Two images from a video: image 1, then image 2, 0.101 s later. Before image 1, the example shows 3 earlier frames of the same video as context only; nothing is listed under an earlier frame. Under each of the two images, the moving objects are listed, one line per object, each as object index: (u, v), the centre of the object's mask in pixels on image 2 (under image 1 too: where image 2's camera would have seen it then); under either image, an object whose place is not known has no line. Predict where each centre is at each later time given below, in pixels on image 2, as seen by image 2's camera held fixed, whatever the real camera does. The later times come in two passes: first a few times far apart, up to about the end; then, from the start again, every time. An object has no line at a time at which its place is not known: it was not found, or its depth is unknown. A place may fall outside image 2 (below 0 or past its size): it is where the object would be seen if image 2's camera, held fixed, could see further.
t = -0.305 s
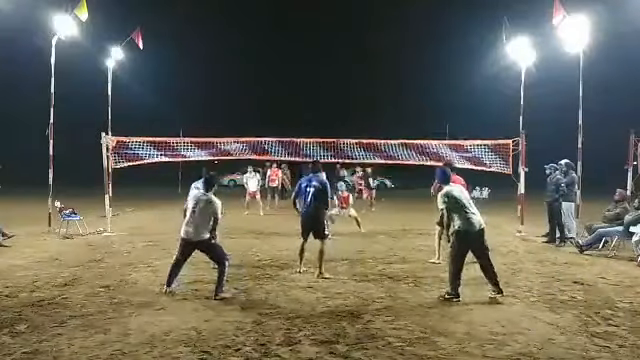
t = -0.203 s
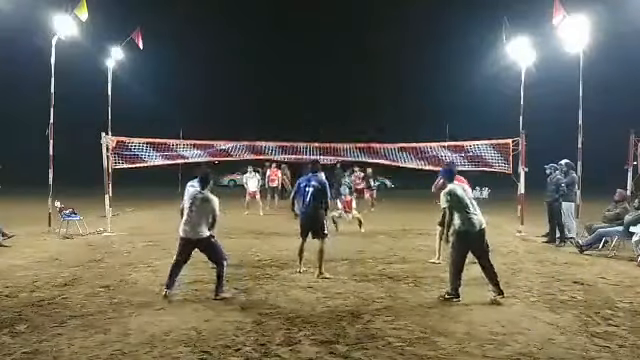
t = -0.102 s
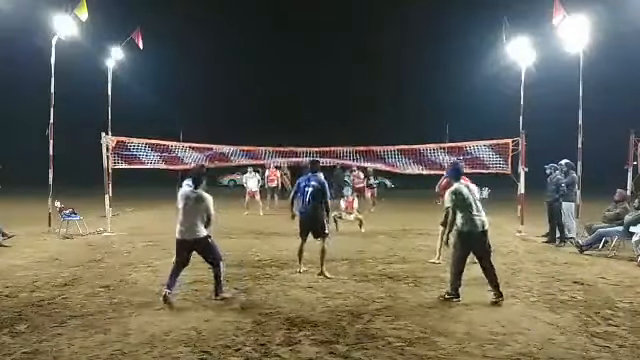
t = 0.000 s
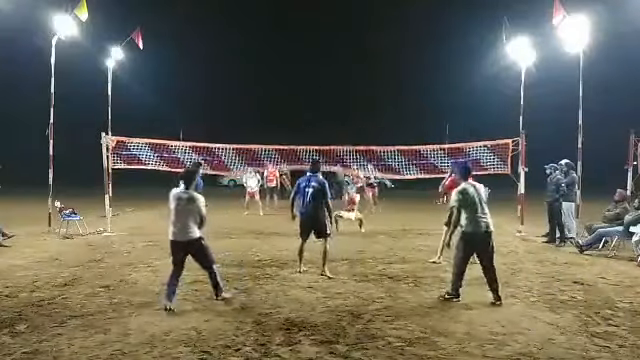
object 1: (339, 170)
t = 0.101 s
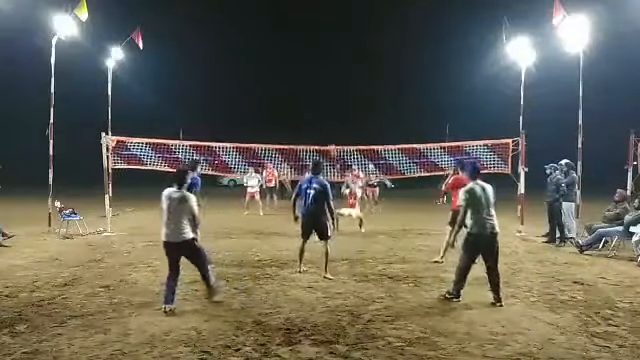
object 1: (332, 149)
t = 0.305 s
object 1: (316, 113)
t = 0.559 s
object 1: (298, 90)
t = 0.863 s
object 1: (278, 93)
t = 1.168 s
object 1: (259, 126)
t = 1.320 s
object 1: (250, 152)
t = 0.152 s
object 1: (328, 139)
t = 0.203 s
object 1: (324, 130)
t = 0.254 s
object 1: (320, 120)
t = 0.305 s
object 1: (316, 113)
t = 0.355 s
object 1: (313, 107)
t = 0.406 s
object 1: (309, 101)
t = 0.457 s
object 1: (305, 97)
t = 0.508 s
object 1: (302, 93)
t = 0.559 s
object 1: (298, 90)
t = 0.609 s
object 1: (295, 88)
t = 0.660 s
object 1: (291, 86)
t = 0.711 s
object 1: (288, 87)
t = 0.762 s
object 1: (284, 88)
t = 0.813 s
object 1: (281, 90)
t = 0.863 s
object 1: (278, 93)
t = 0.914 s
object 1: (274, 96)
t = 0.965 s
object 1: (271, 100)
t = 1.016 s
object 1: (268, 106)
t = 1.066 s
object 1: (265, 112)
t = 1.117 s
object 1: (262, 118)
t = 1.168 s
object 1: (259, 126)
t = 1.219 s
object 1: (256, 133)
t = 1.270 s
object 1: (254, 140)
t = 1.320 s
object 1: (250, 152)
